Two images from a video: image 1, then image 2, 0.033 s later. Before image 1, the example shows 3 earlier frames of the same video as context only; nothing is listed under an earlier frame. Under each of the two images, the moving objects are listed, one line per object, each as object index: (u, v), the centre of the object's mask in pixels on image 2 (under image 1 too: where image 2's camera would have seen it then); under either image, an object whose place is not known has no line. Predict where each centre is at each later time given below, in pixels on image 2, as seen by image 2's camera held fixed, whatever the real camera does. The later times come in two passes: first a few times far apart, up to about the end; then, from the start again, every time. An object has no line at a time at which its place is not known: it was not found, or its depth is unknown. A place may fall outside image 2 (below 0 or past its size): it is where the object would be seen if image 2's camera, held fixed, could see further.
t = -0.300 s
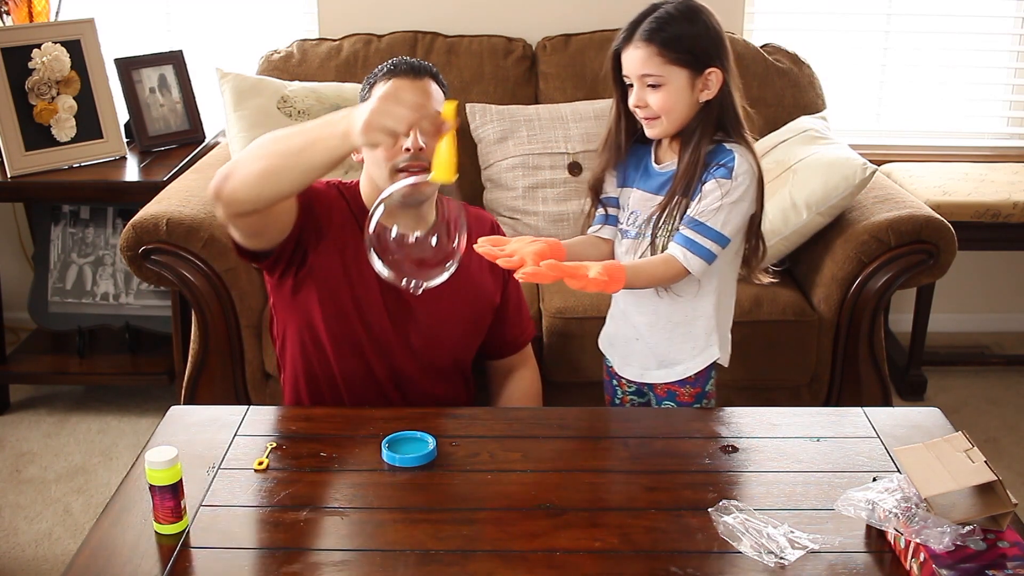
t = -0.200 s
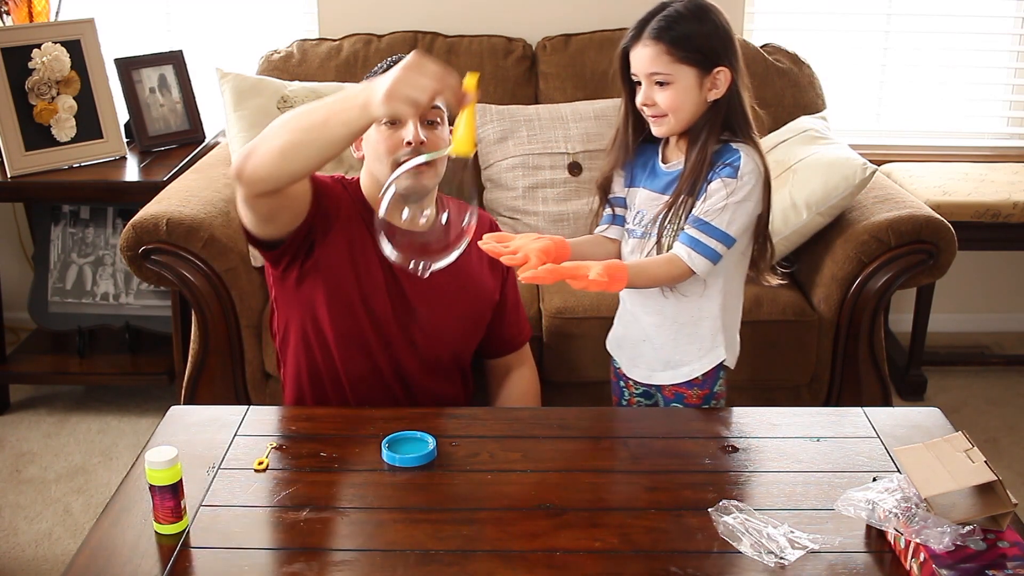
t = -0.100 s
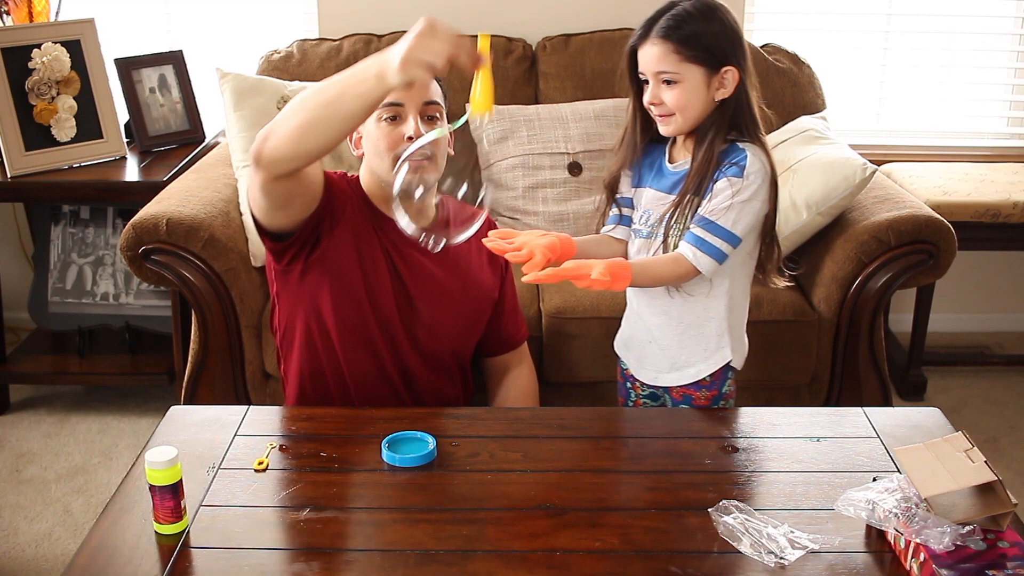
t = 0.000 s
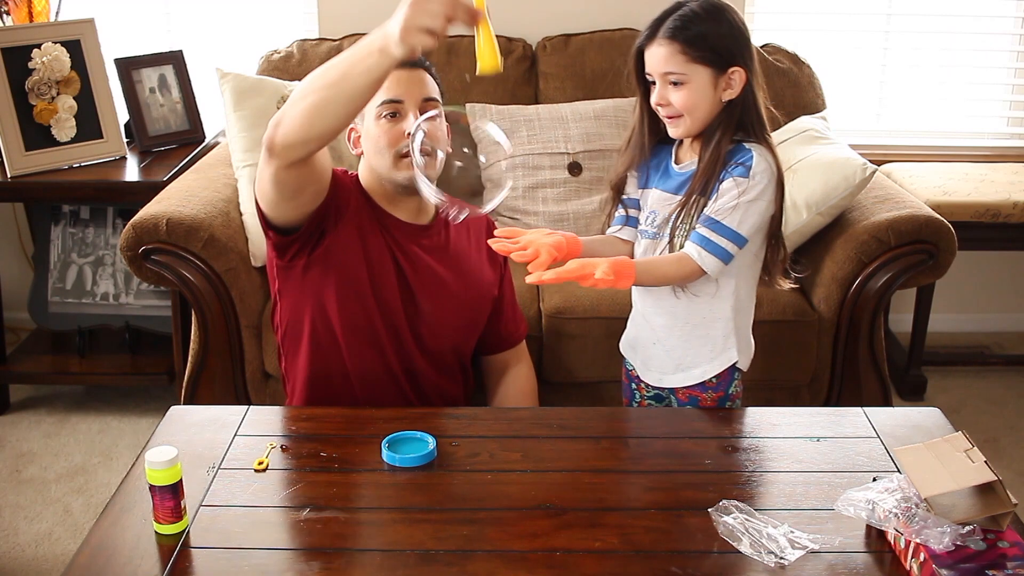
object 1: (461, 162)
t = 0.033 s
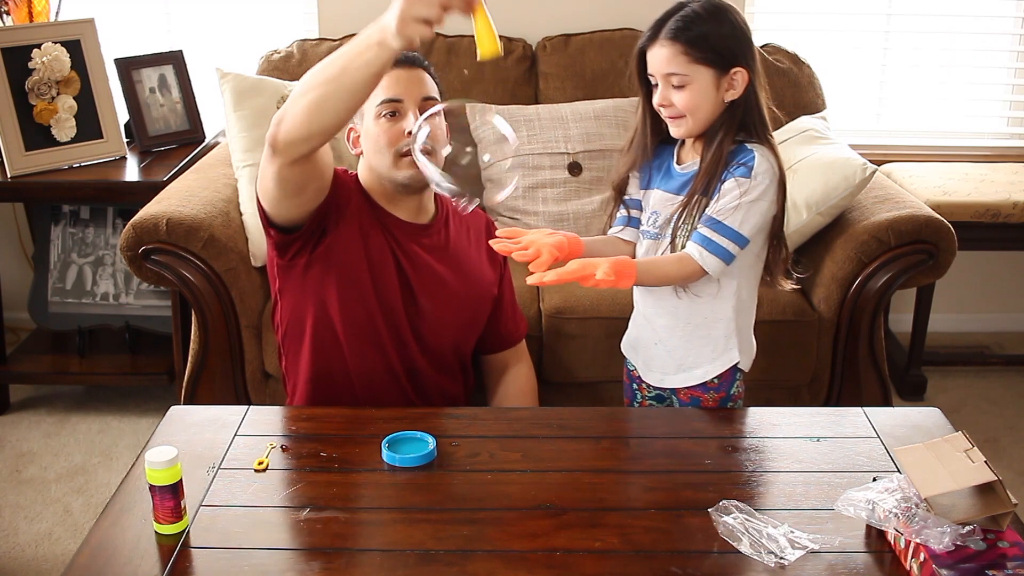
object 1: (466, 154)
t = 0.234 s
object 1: (502, 118)
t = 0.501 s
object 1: (543, 96)
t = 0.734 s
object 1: (569, 101)
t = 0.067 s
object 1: (473, 146)
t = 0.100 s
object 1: (479, 140)
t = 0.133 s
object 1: (486, 134)
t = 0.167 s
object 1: (492, 127)
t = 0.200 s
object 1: (497, 122)
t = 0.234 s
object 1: (502, 118)
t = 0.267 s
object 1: (507, 115)
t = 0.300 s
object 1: (513, 109)
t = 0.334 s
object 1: (518, 106)
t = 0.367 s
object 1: (523, 103)
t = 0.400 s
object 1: (528, 102)
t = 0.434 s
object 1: (532, 100)
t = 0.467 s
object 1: (539, 97)
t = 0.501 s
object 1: (543, 96)
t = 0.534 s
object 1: (547, 96)
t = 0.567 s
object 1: (552, 96)
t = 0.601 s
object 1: (556, 96)
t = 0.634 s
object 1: (559, 97)
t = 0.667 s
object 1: (562, 98)
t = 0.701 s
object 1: (566, 99)
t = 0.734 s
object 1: (569, 101)
